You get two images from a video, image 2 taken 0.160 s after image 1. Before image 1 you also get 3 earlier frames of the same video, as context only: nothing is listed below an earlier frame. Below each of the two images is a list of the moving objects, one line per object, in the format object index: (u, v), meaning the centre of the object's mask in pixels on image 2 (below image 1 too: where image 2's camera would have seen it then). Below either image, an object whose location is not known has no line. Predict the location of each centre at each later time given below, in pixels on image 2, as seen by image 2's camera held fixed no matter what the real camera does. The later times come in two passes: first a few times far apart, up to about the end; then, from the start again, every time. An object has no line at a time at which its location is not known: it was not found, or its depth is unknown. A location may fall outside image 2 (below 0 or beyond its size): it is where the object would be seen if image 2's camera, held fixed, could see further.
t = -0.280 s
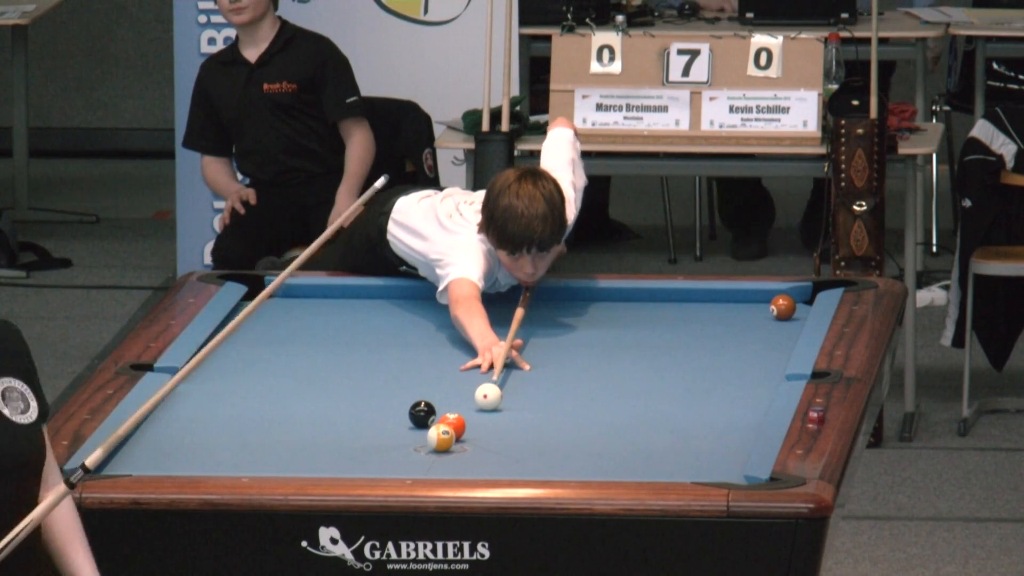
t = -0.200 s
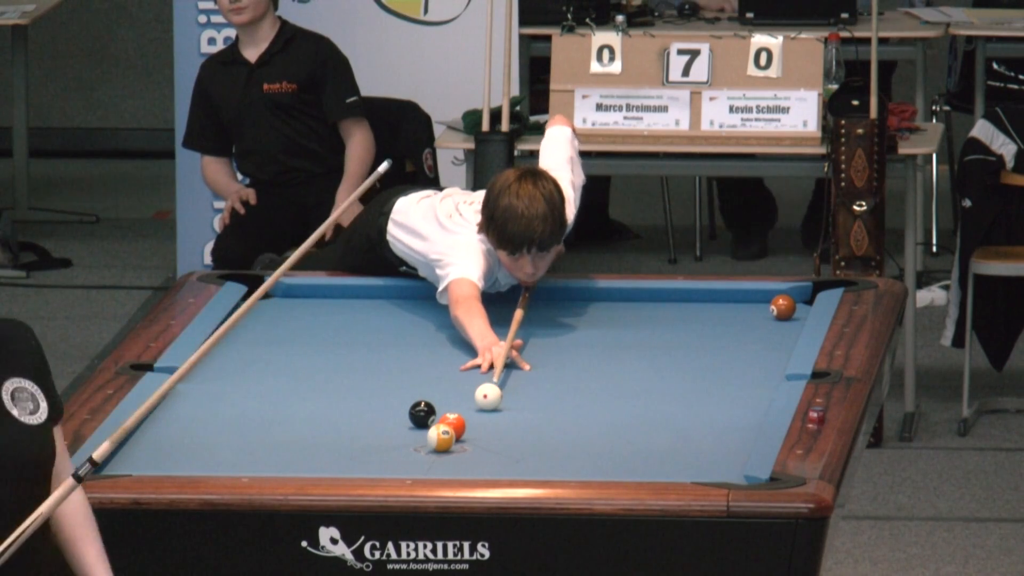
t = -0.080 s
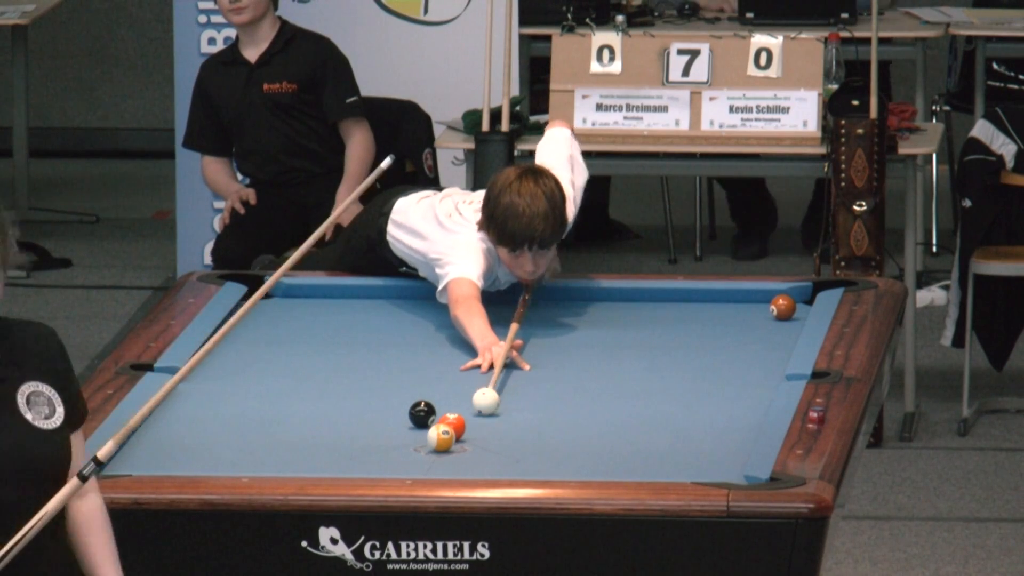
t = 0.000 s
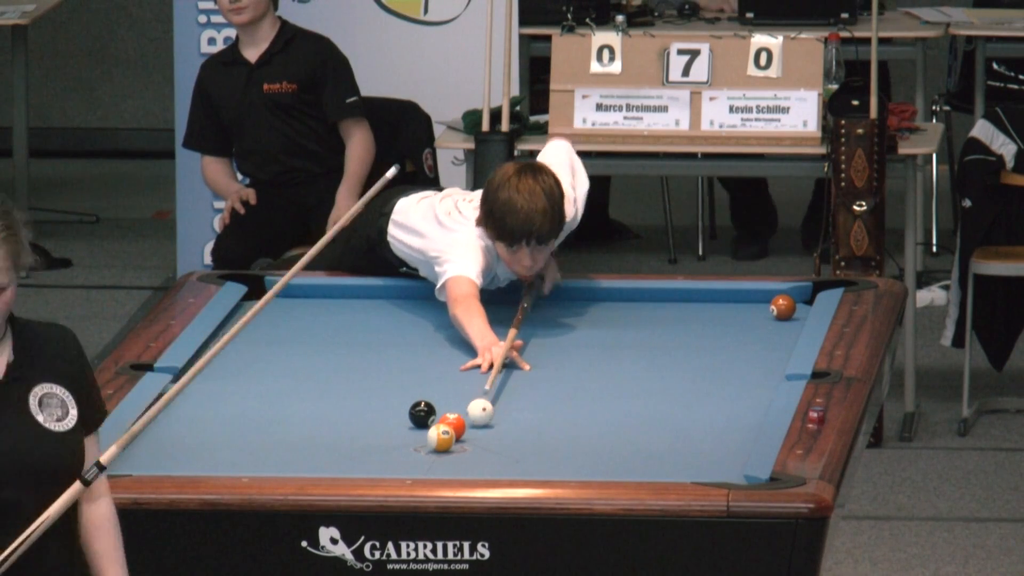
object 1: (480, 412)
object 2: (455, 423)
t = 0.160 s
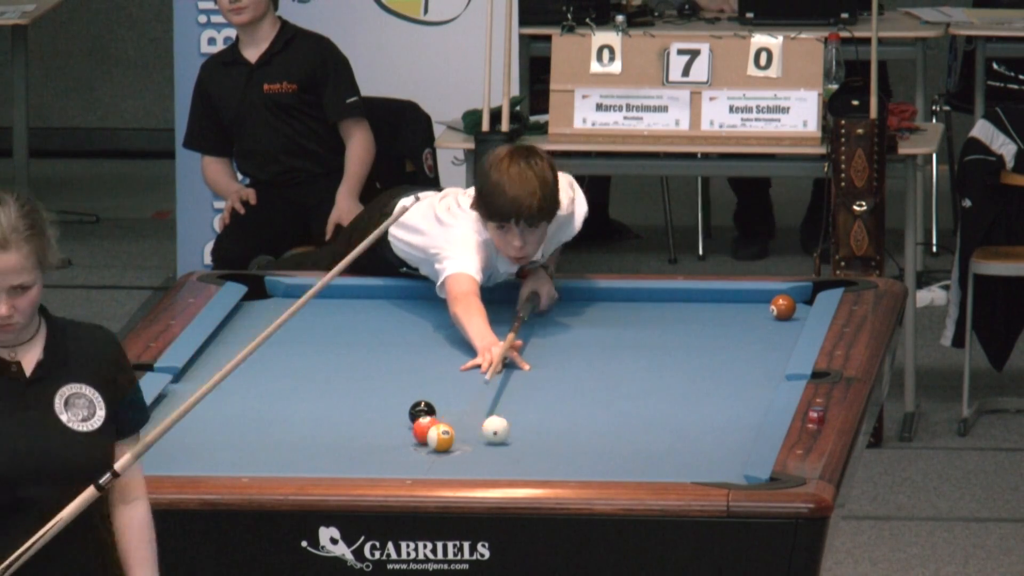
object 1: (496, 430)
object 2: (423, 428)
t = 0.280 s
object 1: (524, 440)
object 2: (394, 435)
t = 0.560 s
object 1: (590, 463)
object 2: (323, 444)
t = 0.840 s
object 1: (656, 471)
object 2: (254, 453)
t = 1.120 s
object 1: (719, 466)
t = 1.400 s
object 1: (717, 454)
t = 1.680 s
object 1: (693, 444)
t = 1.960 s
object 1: (670, 434)
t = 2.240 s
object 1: (650, 425)
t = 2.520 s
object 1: (632, 417)
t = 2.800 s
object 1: (613, 408)
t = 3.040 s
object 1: (599, 402)
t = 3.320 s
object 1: (584, 396)
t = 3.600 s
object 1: (570, 390)
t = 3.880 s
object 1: (557, 384)
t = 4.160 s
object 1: (546, 379)
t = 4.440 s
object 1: (536, 374)
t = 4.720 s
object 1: (527, 370)
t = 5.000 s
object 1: (519, 367)
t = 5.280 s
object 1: (513, 364)
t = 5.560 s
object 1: (508, 362)
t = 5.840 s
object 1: (505, 361)
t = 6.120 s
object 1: (501, 359)
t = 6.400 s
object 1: (499, 358)
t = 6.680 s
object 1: (499, 358)
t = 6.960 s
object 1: (499, 358)
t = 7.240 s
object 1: (499, 358)
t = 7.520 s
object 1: (499, 358)
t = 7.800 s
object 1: (499, 358)
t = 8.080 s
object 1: (499, 358)
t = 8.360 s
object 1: (499, 358)
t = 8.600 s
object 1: (499, 358)
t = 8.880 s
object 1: (499, 358)
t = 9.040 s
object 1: (499, 358)
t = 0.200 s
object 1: (506, 433)
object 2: (414, 432)
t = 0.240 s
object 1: (515, 436)
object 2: (405, 433)
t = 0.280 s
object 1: (524, 440)
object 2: (394, 435)
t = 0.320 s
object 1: (534, 443)
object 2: (384, 436)
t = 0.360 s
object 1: (543, 447)
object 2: (374, 437)
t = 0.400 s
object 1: (553, 451)
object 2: (364, 438)
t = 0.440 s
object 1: (562, 454)
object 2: (353, 440)
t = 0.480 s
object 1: (572, 458)
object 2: (343, 441)
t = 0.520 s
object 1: (581, 462)
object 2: (333, 443)
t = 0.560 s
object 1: (590, 463)
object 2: (323, 444)
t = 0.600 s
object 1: (599, 466)
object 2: (313, 445)
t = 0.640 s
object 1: (609, 468)
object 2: (304, 447)
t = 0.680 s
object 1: (619, 471)
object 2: (294, 448)
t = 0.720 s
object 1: (629, 472)
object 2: (284, 449)
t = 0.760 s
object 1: (638, 473)
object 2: (274, 450)
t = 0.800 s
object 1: (647, 472)
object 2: (264, 452)
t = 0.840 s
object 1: (656, 471)
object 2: (254, 453)
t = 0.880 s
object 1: (665, 471)
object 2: (245, 455)
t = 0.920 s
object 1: (674, 470)
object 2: (235, 456)
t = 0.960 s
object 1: (683, 468)
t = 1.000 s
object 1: (692, 467)
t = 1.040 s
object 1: (701, 467)
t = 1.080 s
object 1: (710, 466)
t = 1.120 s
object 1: (719, 466)
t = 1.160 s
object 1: (727, 464)
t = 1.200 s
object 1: (734, 463)
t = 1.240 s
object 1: (731, 461)
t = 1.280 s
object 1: (728, 460)
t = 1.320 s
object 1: (724, 458)
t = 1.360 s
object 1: (720, 456)
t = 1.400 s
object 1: (717, 454)
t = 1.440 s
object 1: (713, 453)
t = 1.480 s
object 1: (710, 451)
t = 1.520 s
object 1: (707, 450)
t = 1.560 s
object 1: (703, 448)
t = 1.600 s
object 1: (700, 447)
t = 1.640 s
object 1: (696, 446)
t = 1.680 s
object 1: (693, 444)
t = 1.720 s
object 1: (690, 443)
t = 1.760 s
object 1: (686, 441)
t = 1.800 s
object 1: (684, 439)
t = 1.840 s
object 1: (680, 438)
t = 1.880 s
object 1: (677, 437)
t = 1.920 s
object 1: (674, 435)
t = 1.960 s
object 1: (670, 434)
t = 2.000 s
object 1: (667, 433)
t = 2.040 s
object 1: (664, 431)
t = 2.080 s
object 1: (661, 430)
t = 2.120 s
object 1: (659, 429)
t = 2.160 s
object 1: (655, 427)
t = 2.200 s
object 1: (653, 426)
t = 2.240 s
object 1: (650, 425)
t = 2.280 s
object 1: (647, 423)
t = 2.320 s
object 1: (644, 422)
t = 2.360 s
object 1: (641, 421)
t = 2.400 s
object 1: (639, 420)
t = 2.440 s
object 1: (637, 419)
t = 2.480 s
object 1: (634, 418)
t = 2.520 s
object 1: (632, 417)
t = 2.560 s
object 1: (629, 416)
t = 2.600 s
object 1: (626, 414)
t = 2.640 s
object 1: (623, 413)
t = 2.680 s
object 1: (621, 412)
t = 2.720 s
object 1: (618, 411)
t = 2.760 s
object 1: (616, 410)
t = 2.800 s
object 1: (613, 408)
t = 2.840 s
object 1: (611, 407)
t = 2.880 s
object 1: (608, 407)
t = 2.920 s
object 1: (606, 405)
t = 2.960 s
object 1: (604, 404)
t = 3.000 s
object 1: (602, 404)
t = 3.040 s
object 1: (599, 402)
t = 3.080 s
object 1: (597, 401)
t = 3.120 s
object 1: (595, 400)
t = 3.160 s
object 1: (592, 399)
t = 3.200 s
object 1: (590, 398)
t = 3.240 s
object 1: (588, 397)
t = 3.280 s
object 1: (586, 396)
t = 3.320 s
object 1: (584, 396)
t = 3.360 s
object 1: (582, 395)
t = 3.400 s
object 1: (579, 394)
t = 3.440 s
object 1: (578, 393)
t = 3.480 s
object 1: (576, 392)
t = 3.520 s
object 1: (573, 391)
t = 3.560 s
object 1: (572, 390)
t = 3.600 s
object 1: (570, 390)
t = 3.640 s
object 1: (568, 389)
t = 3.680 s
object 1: (566, 388)
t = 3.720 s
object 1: (564, 387)
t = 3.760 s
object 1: (562, 386)
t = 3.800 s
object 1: (561, 386)
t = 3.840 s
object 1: (559, 385)
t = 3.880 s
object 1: (557, 384)
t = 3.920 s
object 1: (556, 383)
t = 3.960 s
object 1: (554, 382)
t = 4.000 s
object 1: (552, 382)
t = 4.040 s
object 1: (550, 381)
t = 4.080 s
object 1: (549, 380)
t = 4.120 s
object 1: (547, 380)
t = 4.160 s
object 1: (546, 379)
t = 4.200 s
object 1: (544, 378)
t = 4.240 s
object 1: (543, 377)
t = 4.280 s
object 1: (542, 377)
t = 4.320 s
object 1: (540, 376)
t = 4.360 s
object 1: (539, 376)
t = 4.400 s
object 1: (537, 375)
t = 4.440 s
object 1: (536, 374)
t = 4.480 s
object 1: (535, 374)
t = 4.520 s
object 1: (533, 373)
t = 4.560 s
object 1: (532, 373)
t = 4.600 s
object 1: (530, 372)
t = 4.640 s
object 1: (529, 371)
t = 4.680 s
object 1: (528, 371)
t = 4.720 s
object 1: (527, 370)
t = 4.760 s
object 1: (525, 370)
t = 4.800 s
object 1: (525, 369)
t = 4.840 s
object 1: (523, 369)
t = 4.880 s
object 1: (522, 368)
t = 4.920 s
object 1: (521, 368)
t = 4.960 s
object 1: (520, 367)
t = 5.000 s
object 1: (519, 367)
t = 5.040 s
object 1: (518, 367)
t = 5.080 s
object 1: (517, 366)
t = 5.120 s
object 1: (516, 366)
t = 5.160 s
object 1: (516, 366)
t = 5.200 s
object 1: (515, 365)
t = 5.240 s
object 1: (514, 365)
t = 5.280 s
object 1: (513, 364)
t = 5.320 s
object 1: (512, 364)
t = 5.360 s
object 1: (511, 364)
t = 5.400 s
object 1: (511, 363)
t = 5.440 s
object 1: (510, 363)
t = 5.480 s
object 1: (509, 363)
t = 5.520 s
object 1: (509, 362)
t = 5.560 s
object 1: (508, 362)
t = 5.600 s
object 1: (508, 362)
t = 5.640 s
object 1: (507, 362)
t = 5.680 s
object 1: (507, 361)
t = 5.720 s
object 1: (506, 361)
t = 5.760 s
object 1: (506, 361)
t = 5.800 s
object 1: (505, 361)
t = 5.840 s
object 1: (505, 361)
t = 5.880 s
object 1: (504, 360)
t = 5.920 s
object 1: (504, 360)
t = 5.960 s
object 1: (503, 360)
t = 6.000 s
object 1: (503, 359)
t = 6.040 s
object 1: (502, 359)
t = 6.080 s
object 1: (502, 359)
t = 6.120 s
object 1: (501, 359)
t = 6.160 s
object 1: (501, 359)
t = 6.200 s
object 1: (501, 358)
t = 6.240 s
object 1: (500, 358)
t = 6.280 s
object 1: (500, 358)
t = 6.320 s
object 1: (500, 358)
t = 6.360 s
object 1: (500, 358)
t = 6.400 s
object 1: (499, 358)
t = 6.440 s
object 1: (499, 358)
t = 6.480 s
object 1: (499, 358)
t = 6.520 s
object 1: (499, 358)
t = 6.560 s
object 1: (499, 358)
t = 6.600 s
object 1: (499, 358)
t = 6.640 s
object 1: (499, 358)
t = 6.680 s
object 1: (499, 358)
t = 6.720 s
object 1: (499, 358)
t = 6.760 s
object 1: (499, 358)
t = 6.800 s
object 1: (499, 358)
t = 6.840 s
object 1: (499, 358)
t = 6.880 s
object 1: (499, 358)
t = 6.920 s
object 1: (499, 358)
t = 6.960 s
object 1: (499, 358)
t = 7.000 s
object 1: (499, 358)
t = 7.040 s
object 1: (499, 358)
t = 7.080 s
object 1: (499, 358)
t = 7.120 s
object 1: (499, 358)
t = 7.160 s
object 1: (499, 358)
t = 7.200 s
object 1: (499, 358)
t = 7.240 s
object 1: (499, 358)
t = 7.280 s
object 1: (499, 358)
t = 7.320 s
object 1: (499, 358)
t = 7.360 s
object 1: (499, 358)
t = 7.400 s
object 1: (499, 358)
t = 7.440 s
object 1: (499, 358)
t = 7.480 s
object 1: (499, 358)
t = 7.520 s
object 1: (499, 358)
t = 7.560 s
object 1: (499, 358)
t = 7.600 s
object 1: (499, 358)
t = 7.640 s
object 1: (499, 358)
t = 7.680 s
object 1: (499, 358)
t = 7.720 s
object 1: (499, 358)
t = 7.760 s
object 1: (499, 358)
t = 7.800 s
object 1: (499, 358)
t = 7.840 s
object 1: (499, 358)
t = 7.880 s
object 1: (499, 358)
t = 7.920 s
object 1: (499, 358)
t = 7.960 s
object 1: (499, 358)
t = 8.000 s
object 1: (499, 358)
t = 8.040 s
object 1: (499, 358)
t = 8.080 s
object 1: (499, 358)
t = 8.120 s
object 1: (499, 358)
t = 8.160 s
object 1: (499, 358)
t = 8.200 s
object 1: (499, 358)
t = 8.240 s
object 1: (499, 358)
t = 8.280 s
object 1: (499, 358)
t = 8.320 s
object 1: (499, 358)
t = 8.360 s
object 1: (499, 358)
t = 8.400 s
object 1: (499, 358)
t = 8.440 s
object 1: (499, 358)
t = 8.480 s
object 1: (499, 358)
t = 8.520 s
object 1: (499, 358)
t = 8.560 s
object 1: (499, 358)
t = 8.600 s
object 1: (499, 358)
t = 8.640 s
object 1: (499, 358)
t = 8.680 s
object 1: (499, 358)
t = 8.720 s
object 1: (499, 358)
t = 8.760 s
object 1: (499, 358)
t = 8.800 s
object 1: (499, 358)
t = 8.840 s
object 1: (499, 358)
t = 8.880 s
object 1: (499, 358)
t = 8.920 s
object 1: (499, 358)
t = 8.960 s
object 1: (499, 358)
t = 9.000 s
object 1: (499, 358)
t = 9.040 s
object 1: (499, 358)
